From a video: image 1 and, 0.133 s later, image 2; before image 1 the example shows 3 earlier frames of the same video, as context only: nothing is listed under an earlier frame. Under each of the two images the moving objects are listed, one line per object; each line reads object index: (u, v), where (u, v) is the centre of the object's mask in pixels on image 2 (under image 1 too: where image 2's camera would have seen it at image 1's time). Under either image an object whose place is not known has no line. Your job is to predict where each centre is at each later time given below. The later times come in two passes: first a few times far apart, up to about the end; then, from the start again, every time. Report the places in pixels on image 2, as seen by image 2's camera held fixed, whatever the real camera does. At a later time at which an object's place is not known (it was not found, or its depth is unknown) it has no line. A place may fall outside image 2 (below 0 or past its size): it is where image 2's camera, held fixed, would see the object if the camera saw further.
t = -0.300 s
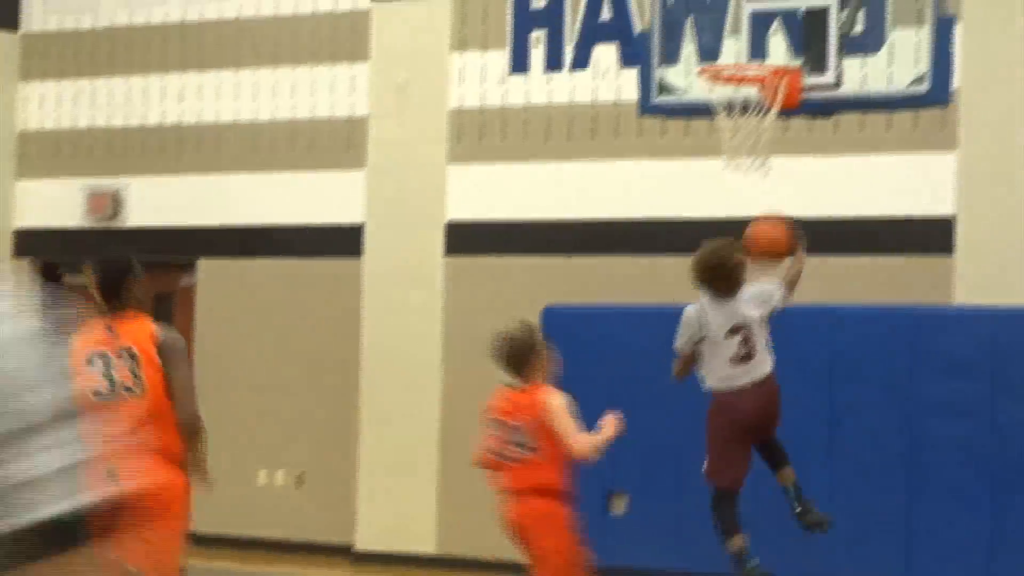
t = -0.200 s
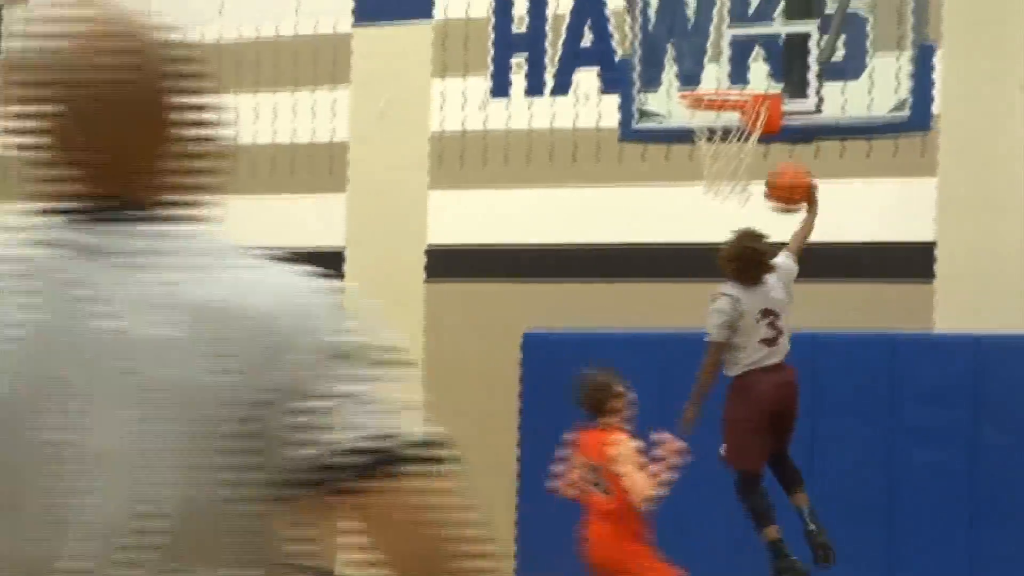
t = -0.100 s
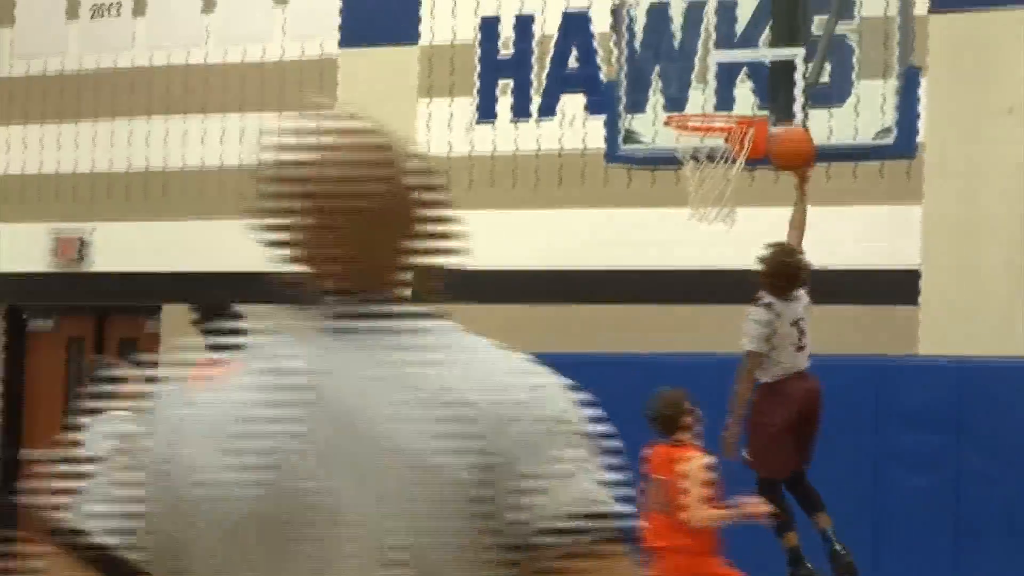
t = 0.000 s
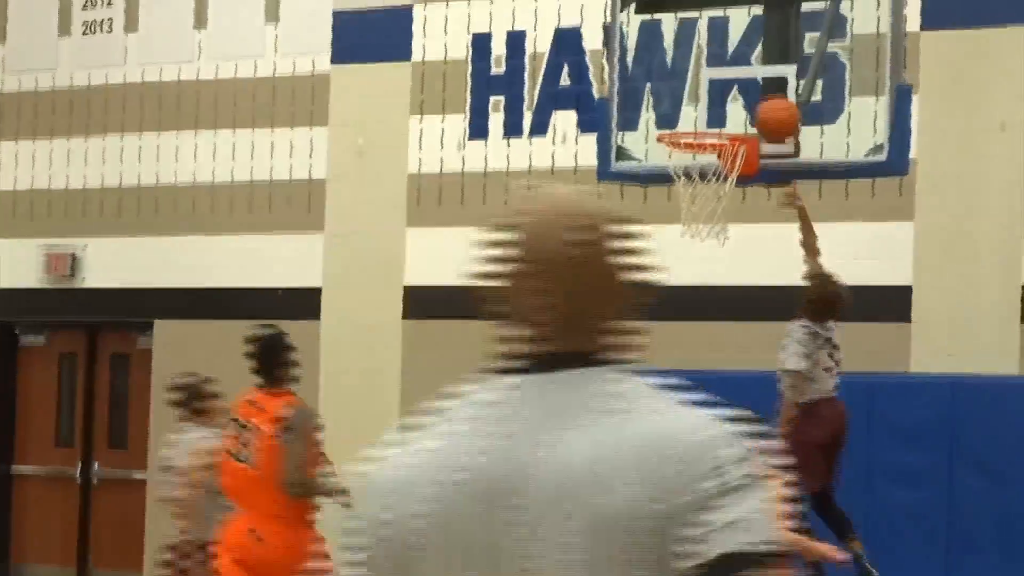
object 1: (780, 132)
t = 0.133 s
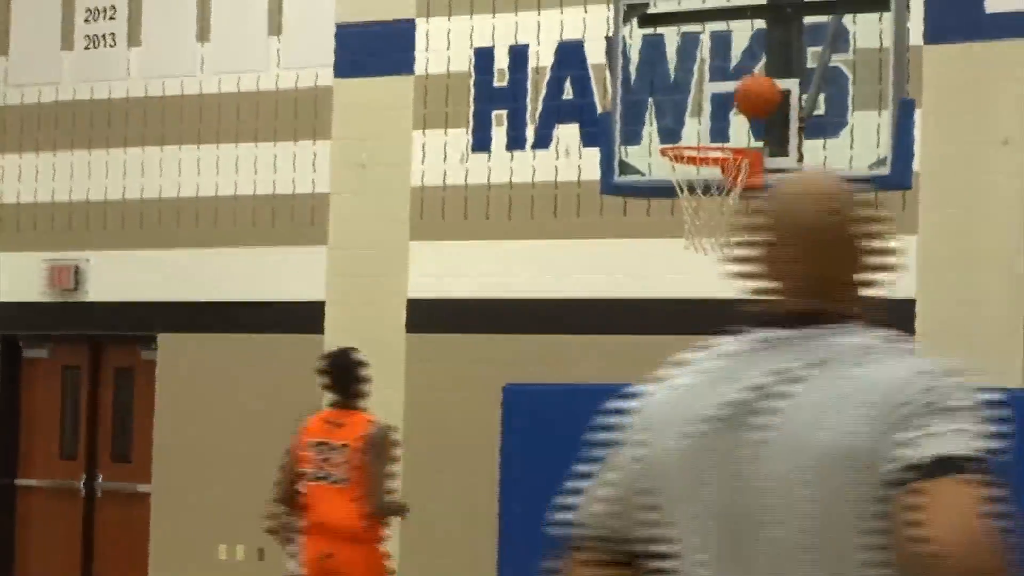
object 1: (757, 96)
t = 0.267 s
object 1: (722, 90)
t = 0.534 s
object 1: (691, 125)
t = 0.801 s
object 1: (708, 163)
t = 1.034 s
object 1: (673, 203)
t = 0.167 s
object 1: (749, 92)
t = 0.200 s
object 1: (740, 89)
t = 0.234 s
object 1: (731, 88)
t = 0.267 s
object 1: (722, 90)
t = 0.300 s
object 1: (713, 94)
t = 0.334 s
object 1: (704, 99)
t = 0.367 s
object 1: (695, 106)
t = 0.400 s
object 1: (684, 116)
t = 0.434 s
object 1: (676, 126)
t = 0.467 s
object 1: (680, 127)
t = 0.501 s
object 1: (685, 126)
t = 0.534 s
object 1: (691, 125)
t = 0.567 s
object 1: (699, 126)
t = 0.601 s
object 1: (707, 127)
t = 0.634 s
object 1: (713, 131)
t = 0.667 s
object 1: (719, 139)
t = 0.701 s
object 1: (725, 150)
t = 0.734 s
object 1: (721, 154)
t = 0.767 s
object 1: (714, 159)
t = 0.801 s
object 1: (708, 163)
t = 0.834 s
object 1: (697, 170)
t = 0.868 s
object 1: (689, 180)
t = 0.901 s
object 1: (682, 188)
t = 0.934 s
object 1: (677, 195)
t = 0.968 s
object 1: (674, 198)
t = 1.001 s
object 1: (673, 200)
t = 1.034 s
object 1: (673, 203)
